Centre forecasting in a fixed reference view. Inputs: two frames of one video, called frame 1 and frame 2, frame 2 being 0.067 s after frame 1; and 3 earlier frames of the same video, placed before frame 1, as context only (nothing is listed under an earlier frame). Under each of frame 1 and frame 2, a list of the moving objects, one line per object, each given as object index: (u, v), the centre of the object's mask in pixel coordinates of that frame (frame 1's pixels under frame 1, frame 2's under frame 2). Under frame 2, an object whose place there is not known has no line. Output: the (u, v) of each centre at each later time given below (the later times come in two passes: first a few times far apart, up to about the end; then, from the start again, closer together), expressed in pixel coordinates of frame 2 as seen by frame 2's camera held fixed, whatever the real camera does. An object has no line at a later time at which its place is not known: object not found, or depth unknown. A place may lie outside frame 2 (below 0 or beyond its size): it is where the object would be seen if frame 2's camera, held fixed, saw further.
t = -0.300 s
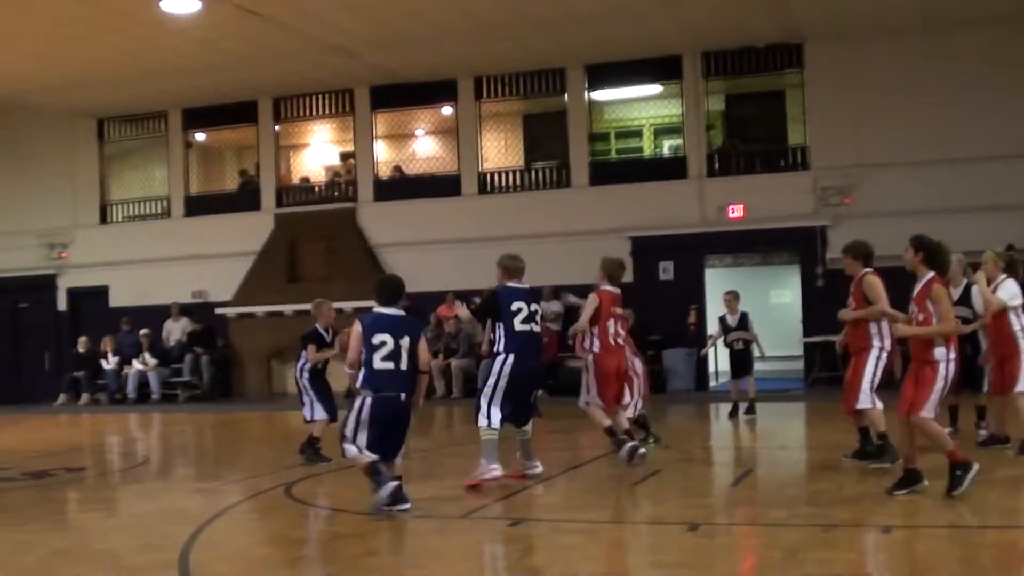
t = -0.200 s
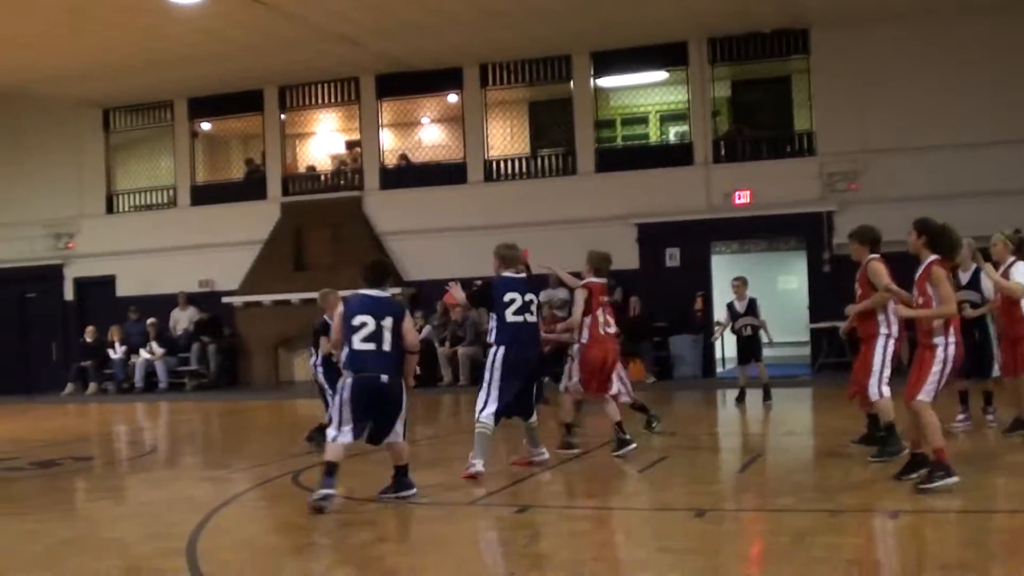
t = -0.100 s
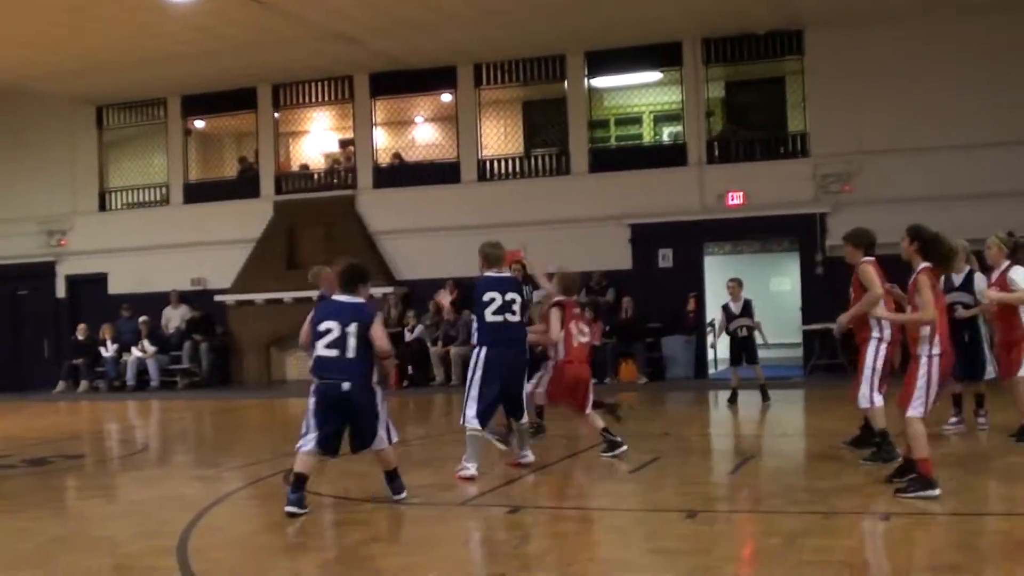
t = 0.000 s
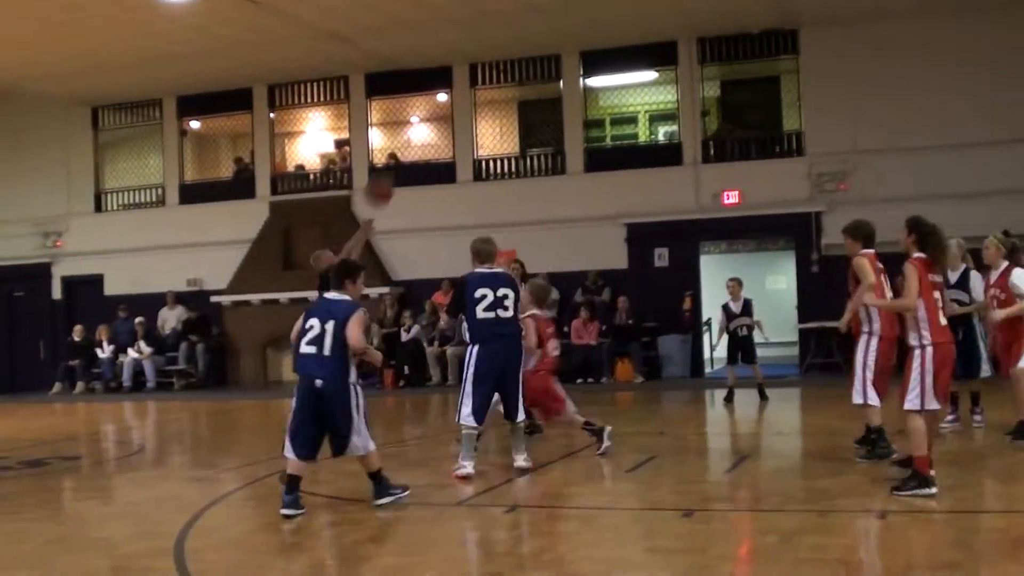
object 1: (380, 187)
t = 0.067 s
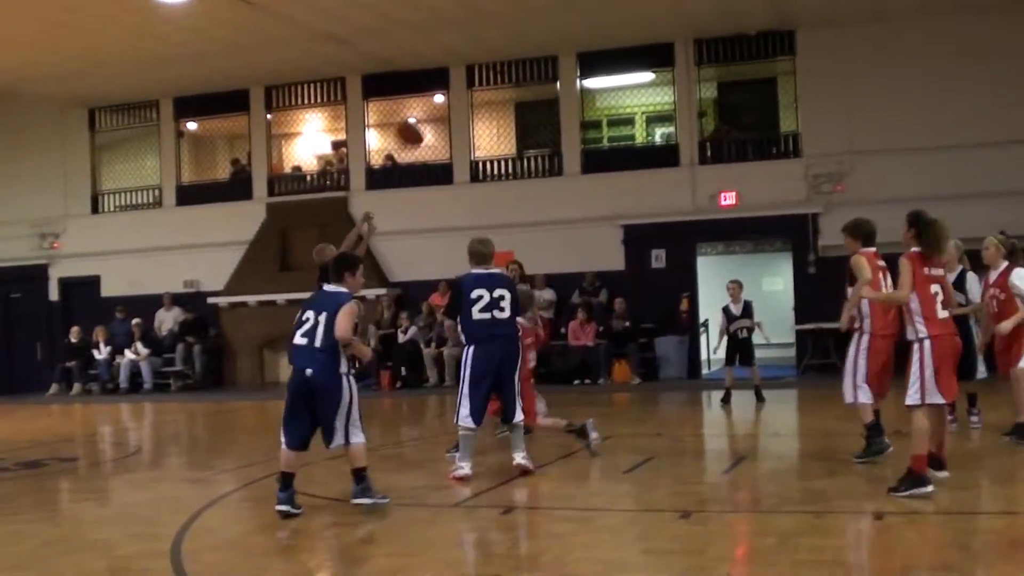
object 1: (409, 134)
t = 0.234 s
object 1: (501, 7)
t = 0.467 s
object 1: (642, -130)
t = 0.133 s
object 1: (444, 80)
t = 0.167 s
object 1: (464, 56)
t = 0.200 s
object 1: (482, 31)
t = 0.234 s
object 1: (501, 7)
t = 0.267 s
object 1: (522, -16)
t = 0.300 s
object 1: (542, -37)
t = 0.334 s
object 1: (559, -56)
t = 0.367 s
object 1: (583, -78)
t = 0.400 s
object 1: (599, -97)
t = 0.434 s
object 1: (621, -114)
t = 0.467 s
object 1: (642, -130)
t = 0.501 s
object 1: (664, -145)
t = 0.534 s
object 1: (688, -158)
